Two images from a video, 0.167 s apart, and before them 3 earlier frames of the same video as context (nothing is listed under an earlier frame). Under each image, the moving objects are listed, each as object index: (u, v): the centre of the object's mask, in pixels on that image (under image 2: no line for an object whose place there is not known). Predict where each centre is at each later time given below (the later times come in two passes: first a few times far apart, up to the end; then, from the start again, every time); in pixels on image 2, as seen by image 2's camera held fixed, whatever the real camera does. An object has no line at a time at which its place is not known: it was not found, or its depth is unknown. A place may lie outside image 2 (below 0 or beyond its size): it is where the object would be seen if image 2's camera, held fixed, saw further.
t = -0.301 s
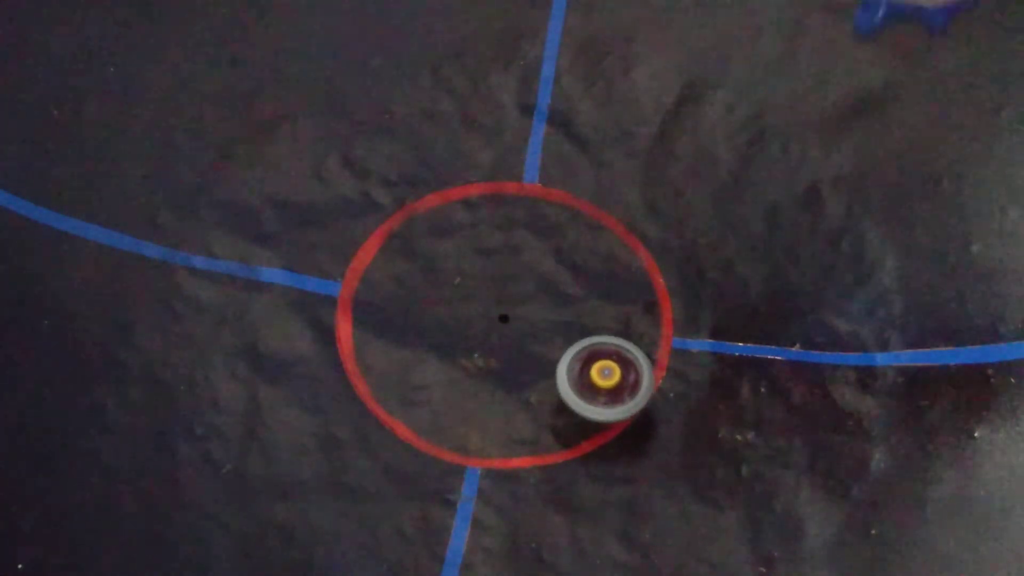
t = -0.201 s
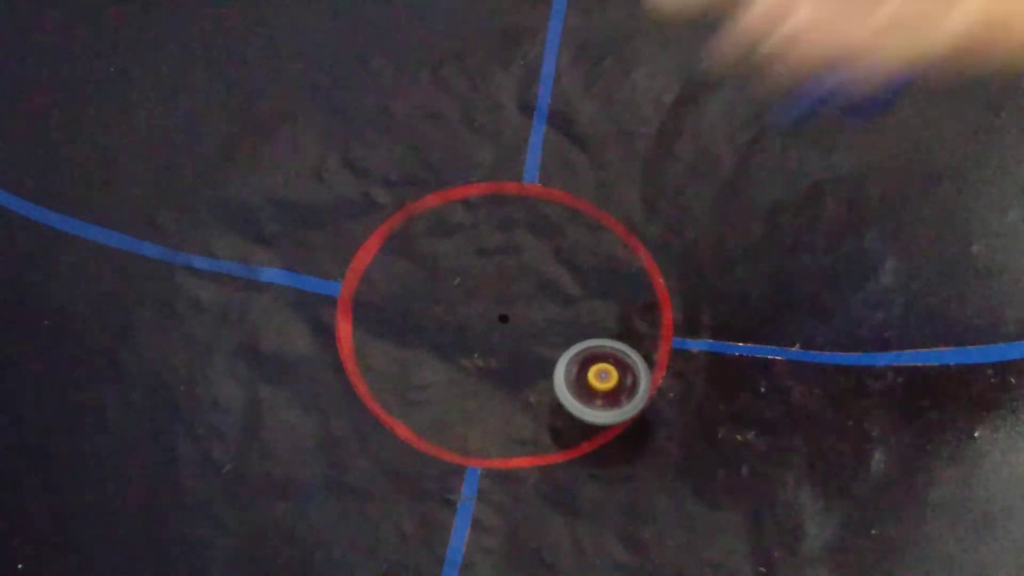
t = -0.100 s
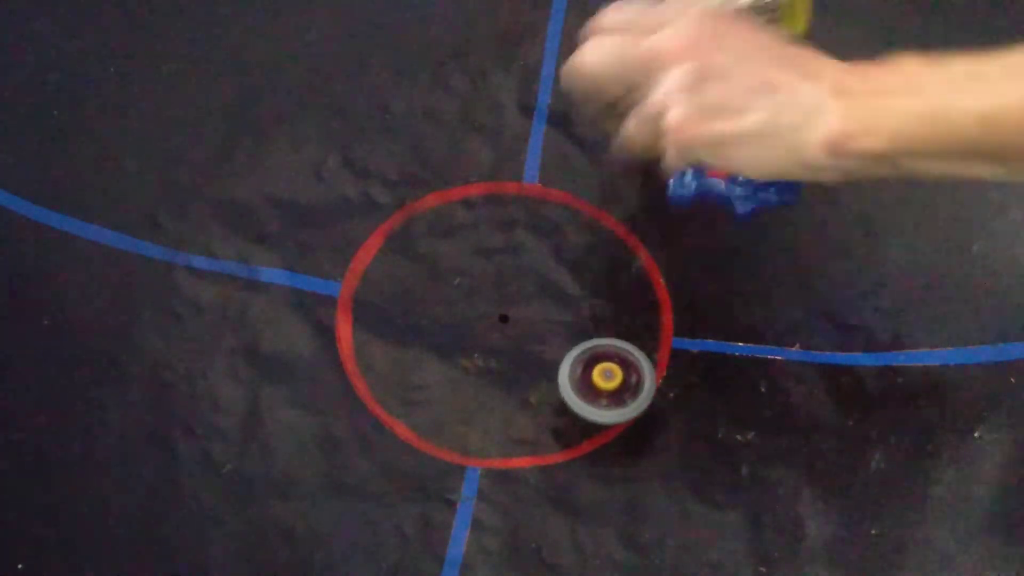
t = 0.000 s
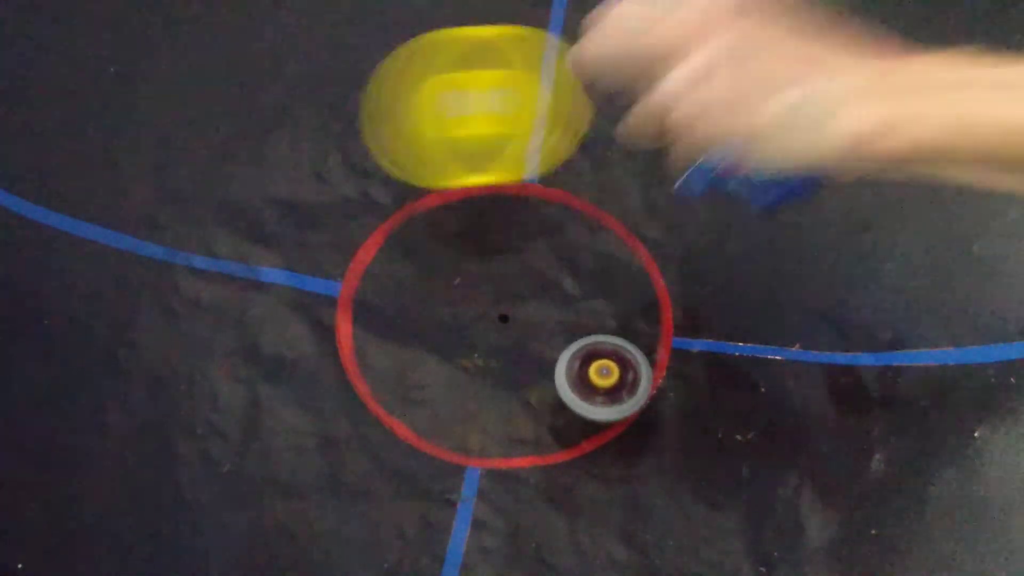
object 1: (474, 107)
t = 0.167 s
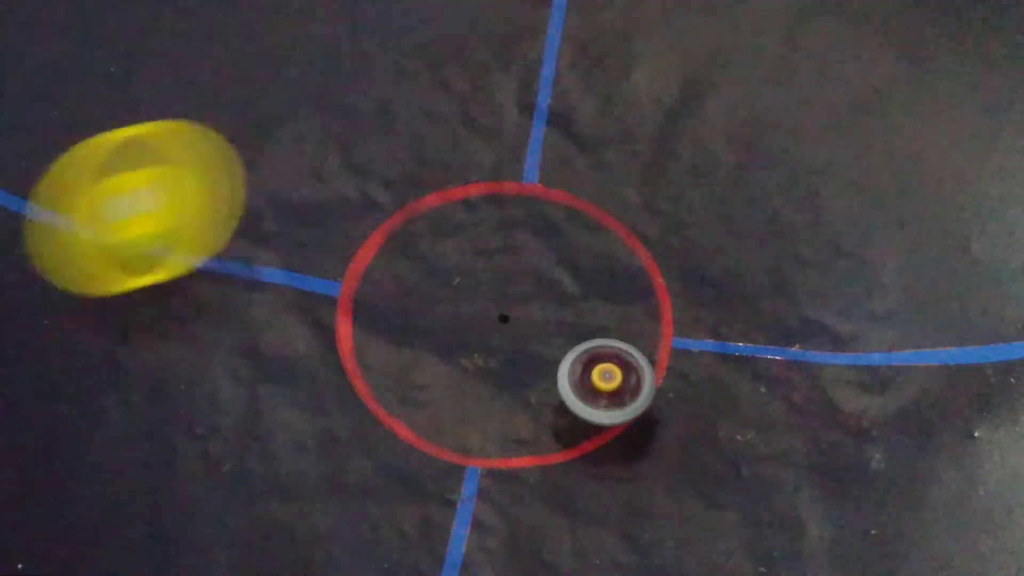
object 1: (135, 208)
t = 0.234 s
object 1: (67, 225)
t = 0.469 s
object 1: (167, 409)
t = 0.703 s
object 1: (715, 453)
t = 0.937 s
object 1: (995, 191)
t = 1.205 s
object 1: (692, 30)
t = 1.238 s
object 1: (622, 21)
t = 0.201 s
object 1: (88, 218)
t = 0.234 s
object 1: (67, 225)
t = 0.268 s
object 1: (50, 241)
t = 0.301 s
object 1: (46, 260)
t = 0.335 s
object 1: (48, 292)
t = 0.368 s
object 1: (58, 325)
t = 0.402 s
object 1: (78, 355)
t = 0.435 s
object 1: (110, 382)
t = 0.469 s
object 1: (167, 409)
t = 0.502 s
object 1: (235, 430)
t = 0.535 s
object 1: (310, 446)
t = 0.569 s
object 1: (389, 457)
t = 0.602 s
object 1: (471, 463)
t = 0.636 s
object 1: (551, 467)
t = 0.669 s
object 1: (634, 463)
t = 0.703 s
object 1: (715, 453)
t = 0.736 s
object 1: (789, 431)
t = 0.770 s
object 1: (855, 408)
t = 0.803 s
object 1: (913, 376)
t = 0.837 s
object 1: (954, 334)
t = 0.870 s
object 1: (978, 288)
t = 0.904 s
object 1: (988, 233)
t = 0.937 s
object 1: (995, 191)
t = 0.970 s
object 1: (992, 149)
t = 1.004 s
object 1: (982, 123)
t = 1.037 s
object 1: (961, 102)
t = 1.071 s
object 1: (926, 83)
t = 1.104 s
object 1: (874, 63)
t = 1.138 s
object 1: (820, 49)
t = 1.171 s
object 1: (756, 38)
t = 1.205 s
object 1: (692, 30)
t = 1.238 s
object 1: (622, 21)
